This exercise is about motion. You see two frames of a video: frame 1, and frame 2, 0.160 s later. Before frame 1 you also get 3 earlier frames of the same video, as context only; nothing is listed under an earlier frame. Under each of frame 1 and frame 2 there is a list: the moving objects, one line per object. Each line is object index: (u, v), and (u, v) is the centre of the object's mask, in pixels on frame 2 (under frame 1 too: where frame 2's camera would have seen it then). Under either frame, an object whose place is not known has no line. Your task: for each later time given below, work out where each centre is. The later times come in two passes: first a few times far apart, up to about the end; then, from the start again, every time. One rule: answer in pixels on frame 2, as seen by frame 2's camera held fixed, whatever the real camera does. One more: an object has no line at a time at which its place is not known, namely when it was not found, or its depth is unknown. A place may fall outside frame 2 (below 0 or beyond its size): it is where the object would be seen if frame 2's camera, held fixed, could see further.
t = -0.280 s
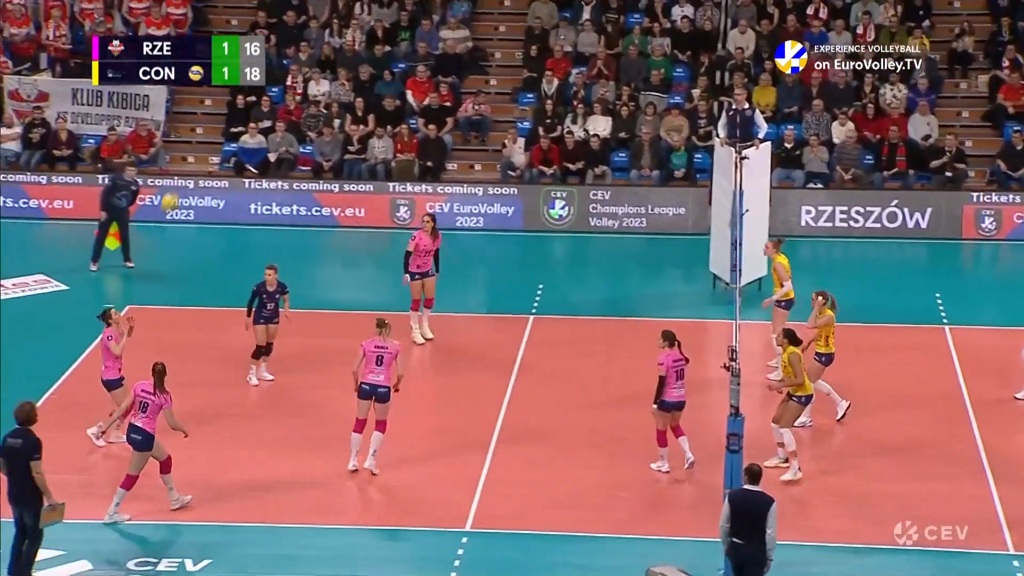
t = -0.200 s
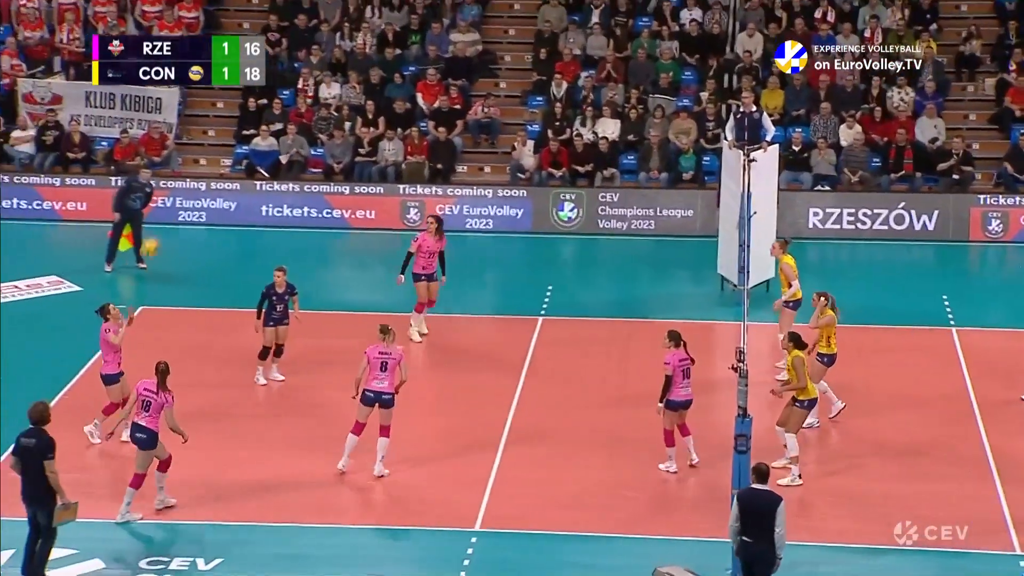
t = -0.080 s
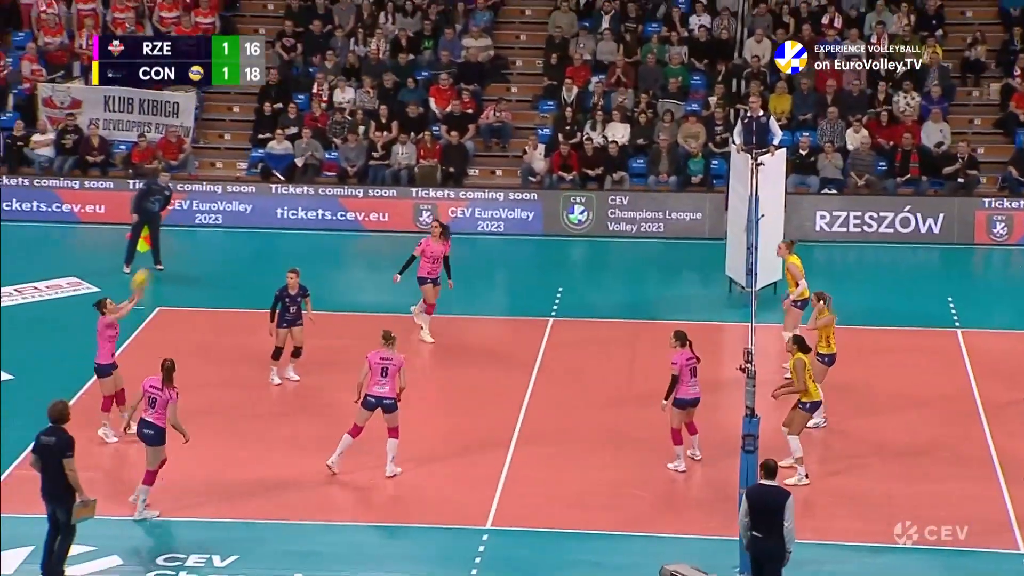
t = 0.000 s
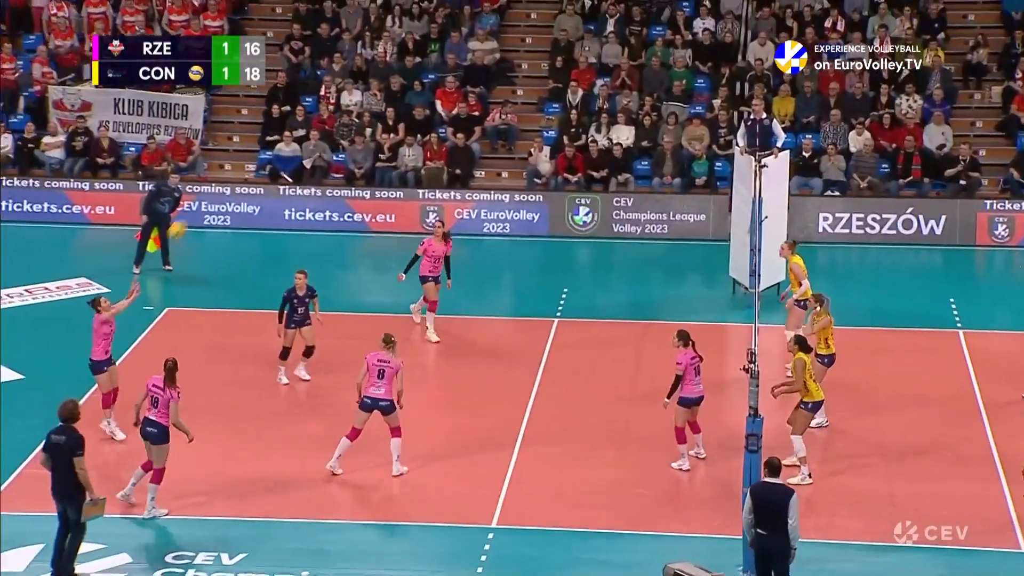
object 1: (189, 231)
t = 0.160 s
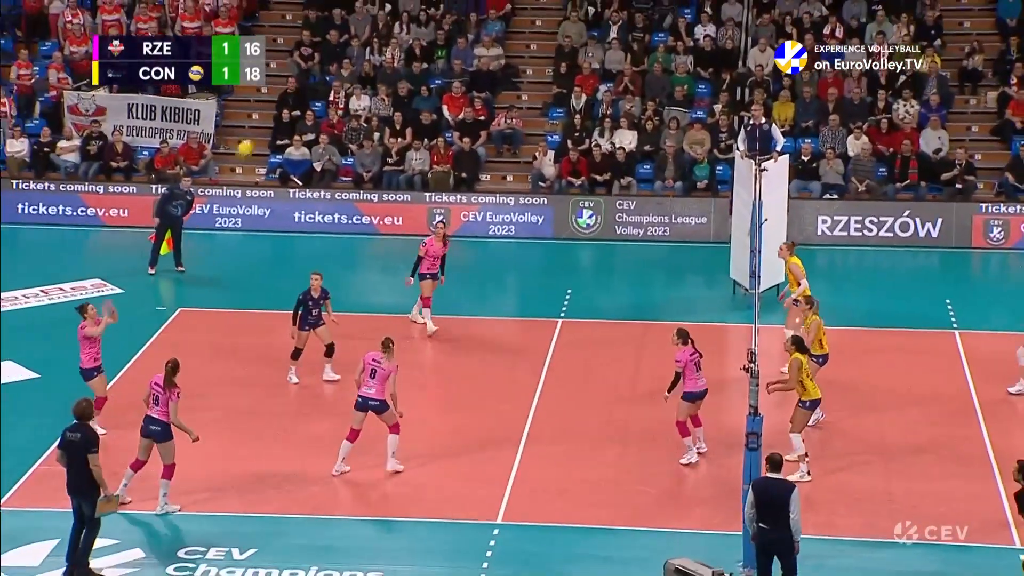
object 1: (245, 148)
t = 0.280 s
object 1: (287, 100)
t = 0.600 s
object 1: (397, 25)
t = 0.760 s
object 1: (450, 17)
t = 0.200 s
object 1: (259, 131)
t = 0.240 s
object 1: (273, 115)
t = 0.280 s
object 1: (287, 100)
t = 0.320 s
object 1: (301, 87)
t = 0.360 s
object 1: (315, 74)
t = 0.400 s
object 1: (329, 63)
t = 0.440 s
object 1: (342, 53)
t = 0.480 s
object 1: (356, 44)
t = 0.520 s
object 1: (371, 37)
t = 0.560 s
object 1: (383, 30)
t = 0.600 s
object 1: (397, 25)
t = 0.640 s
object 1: (410, 20)
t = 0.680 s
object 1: (423, 19)
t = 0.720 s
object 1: (437, 17)
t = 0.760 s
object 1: (450, 17)
